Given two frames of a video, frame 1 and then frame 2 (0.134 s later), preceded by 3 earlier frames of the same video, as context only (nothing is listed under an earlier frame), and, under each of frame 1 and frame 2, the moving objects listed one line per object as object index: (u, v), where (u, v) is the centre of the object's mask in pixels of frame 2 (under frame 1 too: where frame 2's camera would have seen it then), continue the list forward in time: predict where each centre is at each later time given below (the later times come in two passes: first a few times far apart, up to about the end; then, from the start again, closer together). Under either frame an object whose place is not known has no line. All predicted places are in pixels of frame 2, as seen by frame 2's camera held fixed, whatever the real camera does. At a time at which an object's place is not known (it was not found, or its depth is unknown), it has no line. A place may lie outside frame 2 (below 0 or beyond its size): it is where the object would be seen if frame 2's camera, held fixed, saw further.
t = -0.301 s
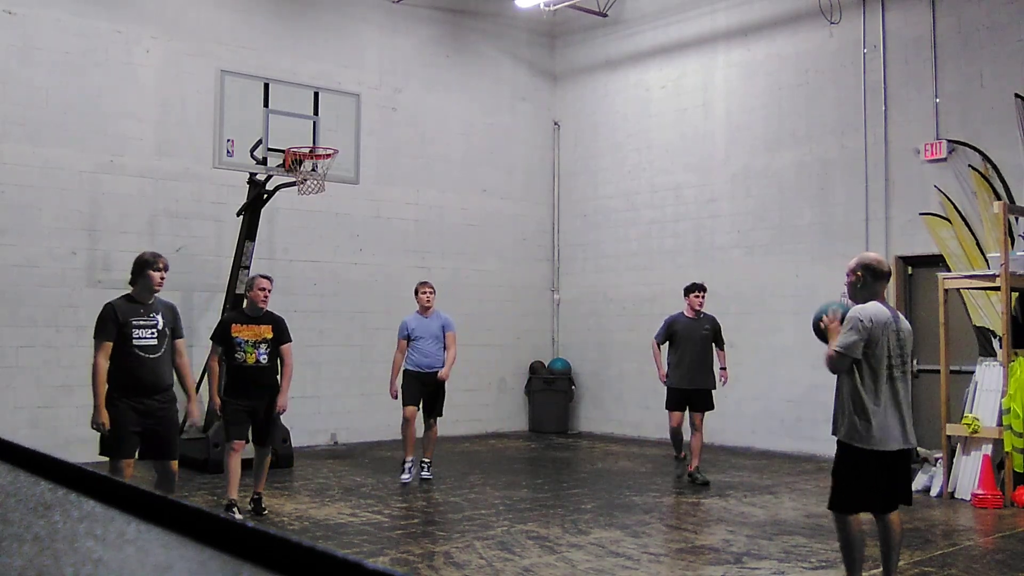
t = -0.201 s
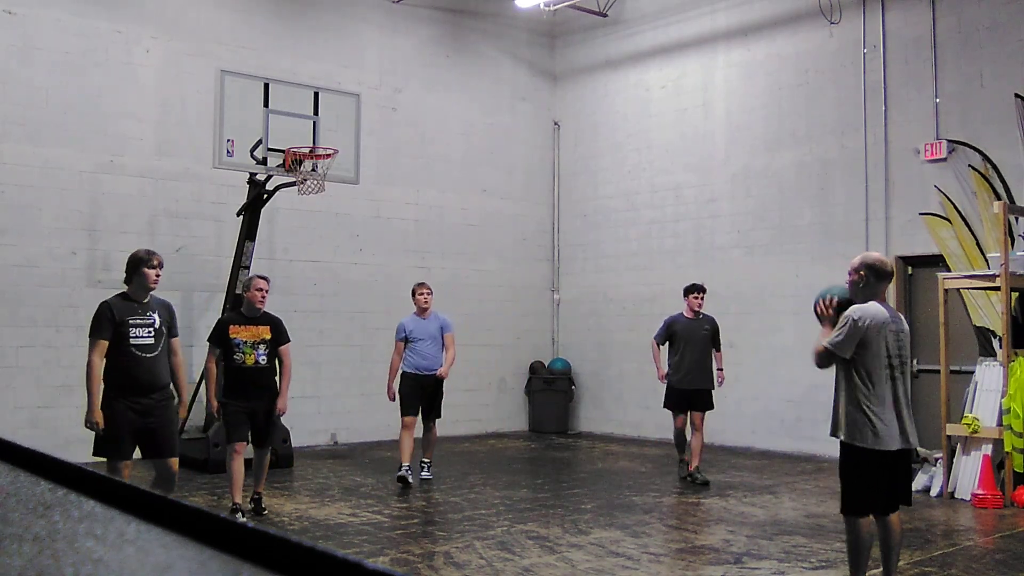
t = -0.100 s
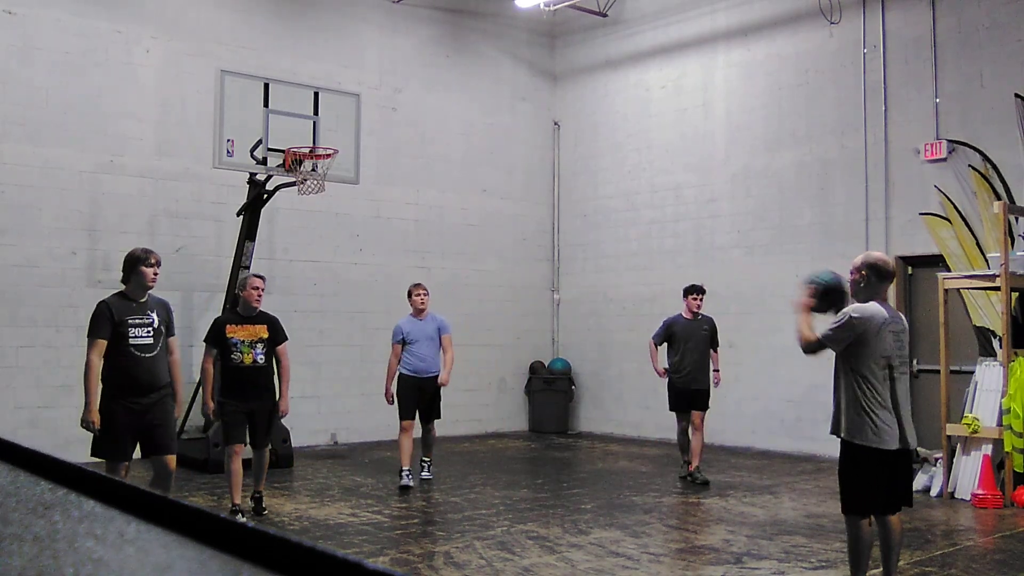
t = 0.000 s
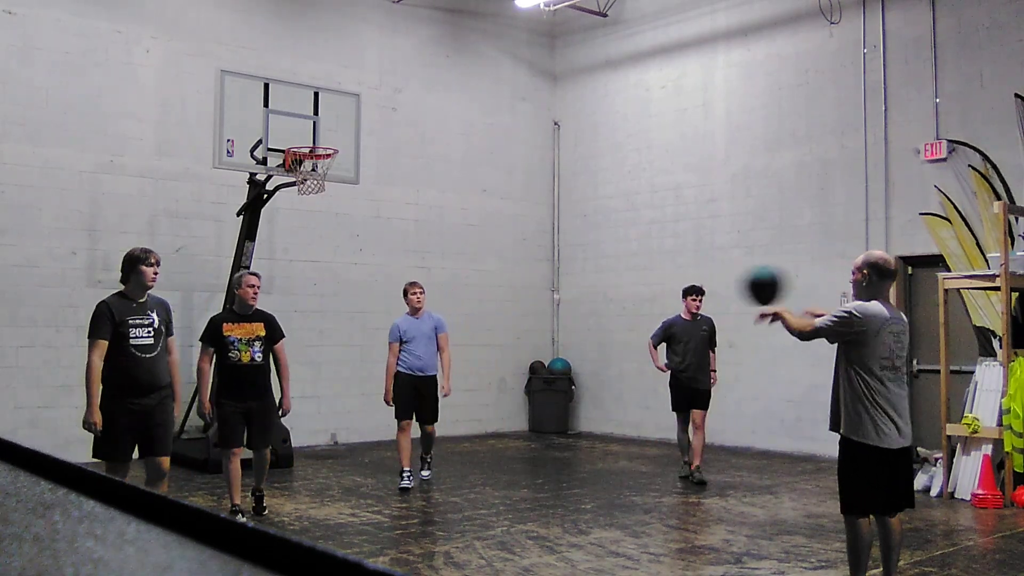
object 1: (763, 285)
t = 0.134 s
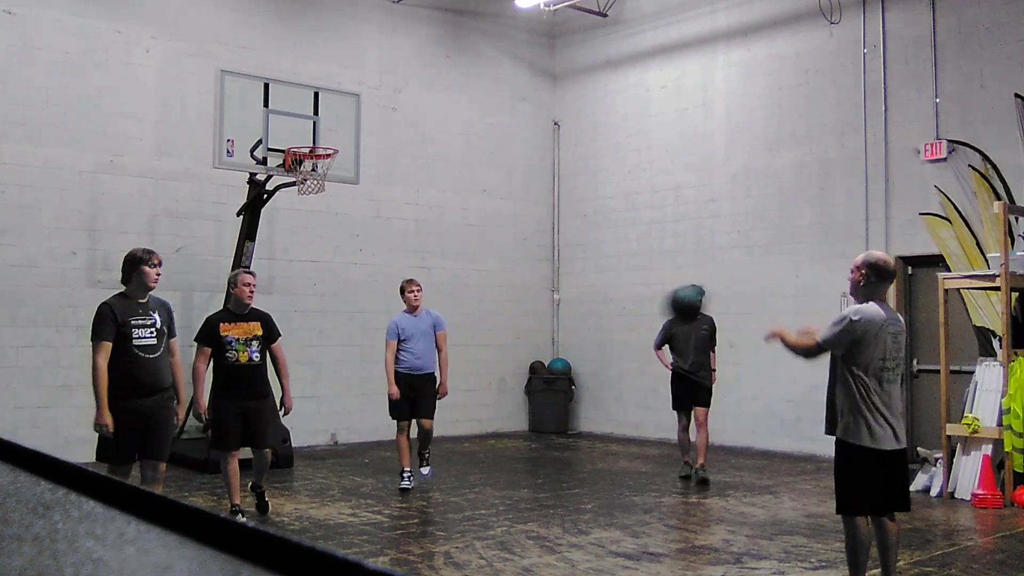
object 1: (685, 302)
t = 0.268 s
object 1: (618, 347)
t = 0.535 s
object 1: (509, 492)
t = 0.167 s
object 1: (665, 313)
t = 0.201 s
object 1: (649, 323)
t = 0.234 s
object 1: (633, 334)
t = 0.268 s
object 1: (618, 347)
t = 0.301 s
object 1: (604, 360)
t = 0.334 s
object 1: (589, 375)
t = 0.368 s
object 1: (573, 395)
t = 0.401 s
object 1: (562, 408)
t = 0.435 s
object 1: (549, 426)
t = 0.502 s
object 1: (521, 471)
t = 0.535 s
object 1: (509, 492)
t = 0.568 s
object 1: (501, 499)
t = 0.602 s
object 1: (496, 479)
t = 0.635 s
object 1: (491, 462)
